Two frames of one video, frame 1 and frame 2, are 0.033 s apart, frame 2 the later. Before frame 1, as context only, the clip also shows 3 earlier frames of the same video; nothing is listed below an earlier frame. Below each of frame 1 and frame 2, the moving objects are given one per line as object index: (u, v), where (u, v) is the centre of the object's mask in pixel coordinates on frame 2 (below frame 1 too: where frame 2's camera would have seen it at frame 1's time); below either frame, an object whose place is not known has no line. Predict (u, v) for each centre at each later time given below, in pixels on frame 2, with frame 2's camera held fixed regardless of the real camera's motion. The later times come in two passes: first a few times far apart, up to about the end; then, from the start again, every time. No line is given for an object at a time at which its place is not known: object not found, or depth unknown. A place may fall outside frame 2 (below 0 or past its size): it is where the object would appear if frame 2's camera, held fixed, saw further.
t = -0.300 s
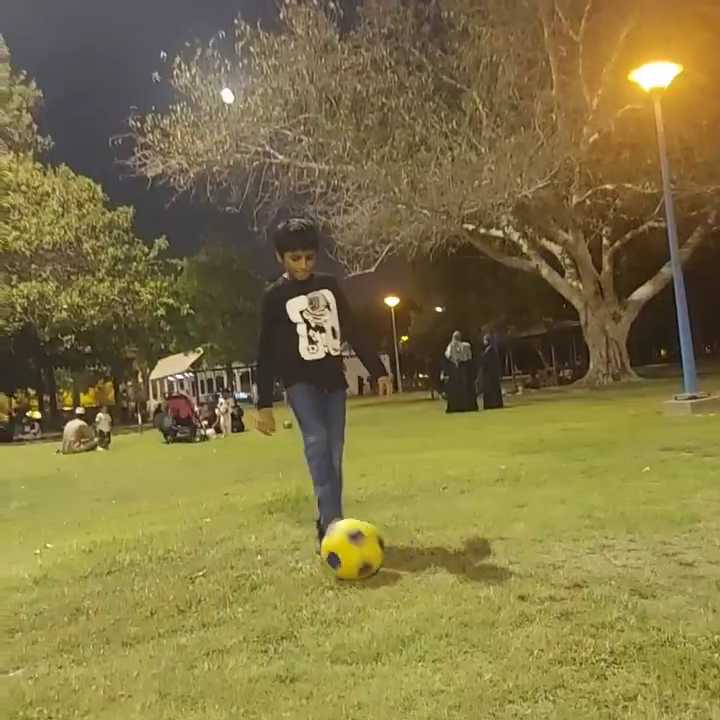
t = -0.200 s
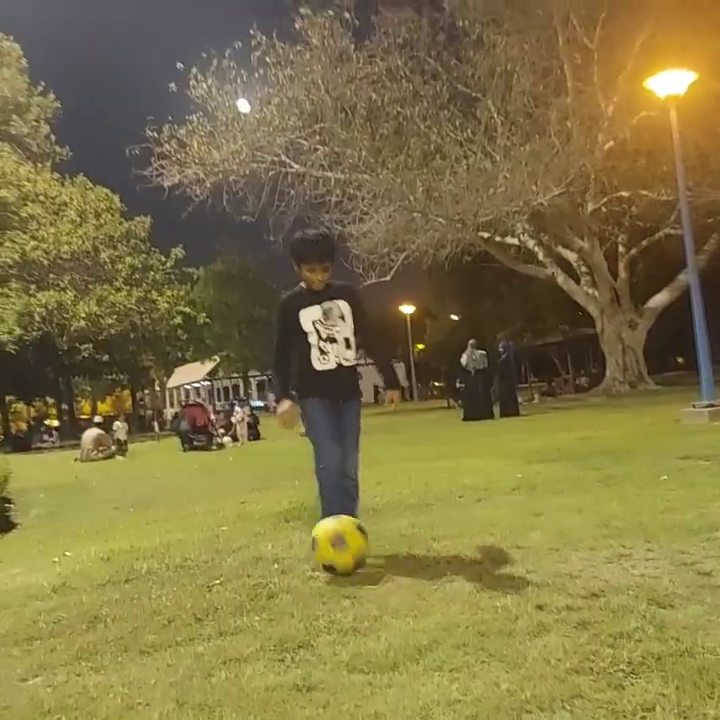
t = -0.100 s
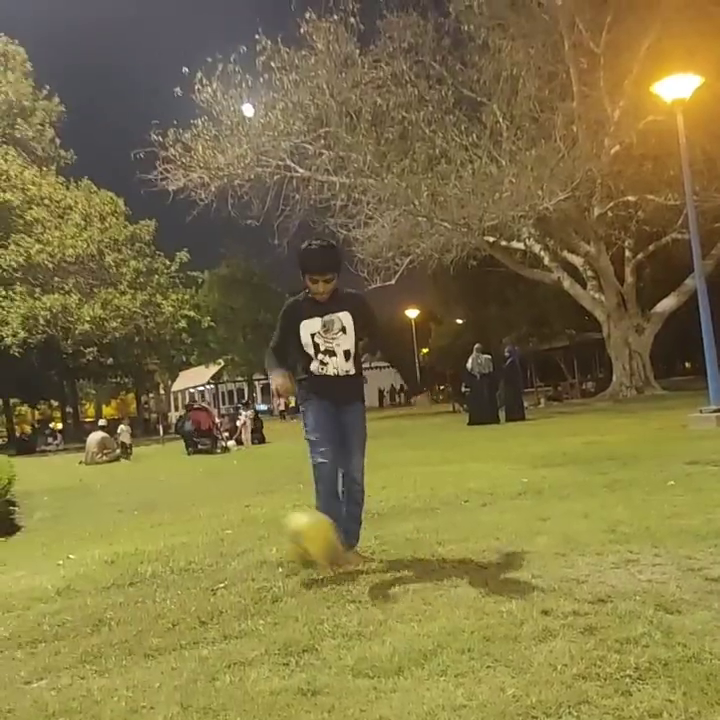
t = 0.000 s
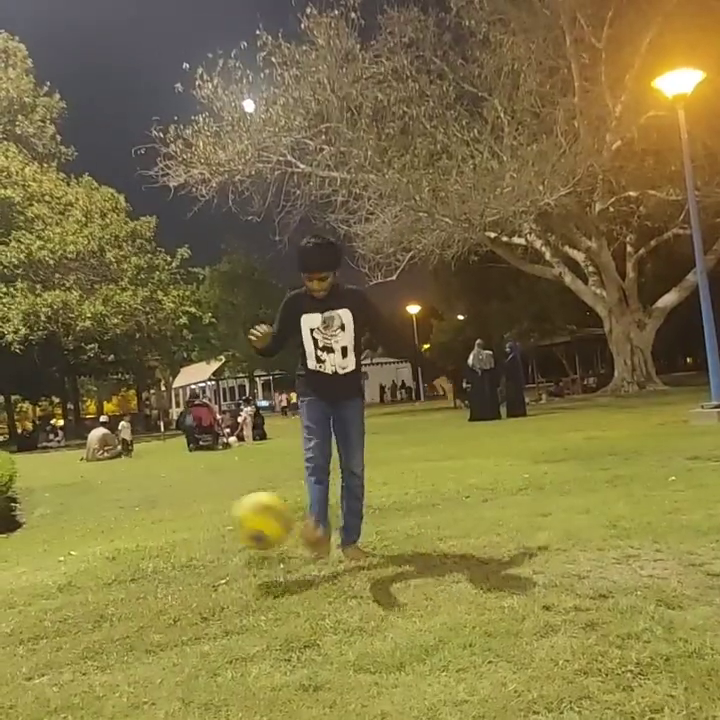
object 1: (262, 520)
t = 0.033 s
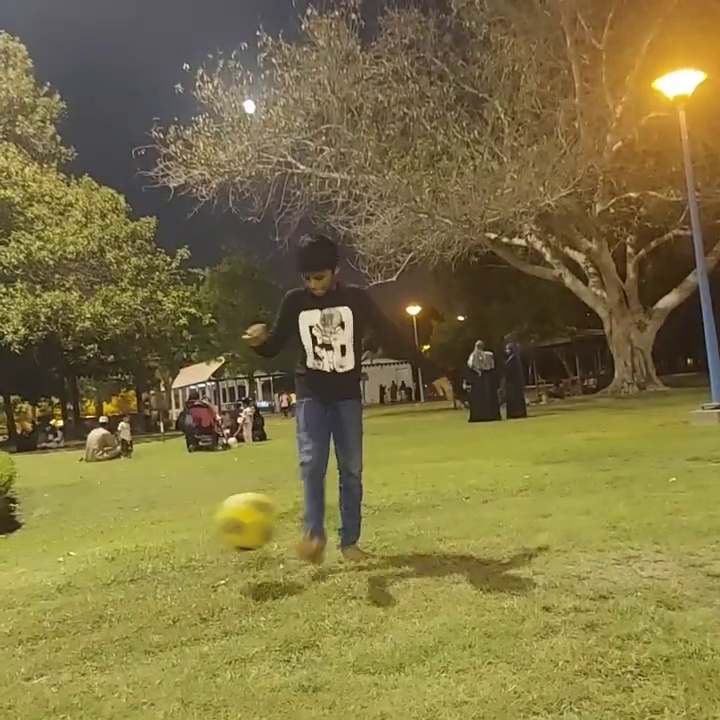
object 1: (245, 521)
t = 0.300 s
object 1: (123, 563)
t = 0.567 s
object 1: (9, 581)
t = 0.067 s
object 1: (229, 525)
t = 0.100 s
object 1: (214, 531)
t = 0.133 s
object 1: (200, 540)
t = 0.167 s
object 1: (185, 553)
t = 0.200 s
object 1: (171, 569)
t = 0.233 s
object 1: (155, 572)
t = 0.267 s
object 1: (138, 566)
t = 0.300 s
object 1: (123, 563)
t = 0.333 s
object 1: (108, 563)
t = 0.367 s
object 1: (92, 565)
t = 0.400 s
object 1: (80, 569)
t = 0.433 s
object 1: (65, 577)
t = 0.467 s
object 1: (50, 583)
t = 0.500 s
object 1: (35, 580)
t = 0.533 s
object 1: (22, 580)
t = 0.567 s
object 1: (9, 581)
